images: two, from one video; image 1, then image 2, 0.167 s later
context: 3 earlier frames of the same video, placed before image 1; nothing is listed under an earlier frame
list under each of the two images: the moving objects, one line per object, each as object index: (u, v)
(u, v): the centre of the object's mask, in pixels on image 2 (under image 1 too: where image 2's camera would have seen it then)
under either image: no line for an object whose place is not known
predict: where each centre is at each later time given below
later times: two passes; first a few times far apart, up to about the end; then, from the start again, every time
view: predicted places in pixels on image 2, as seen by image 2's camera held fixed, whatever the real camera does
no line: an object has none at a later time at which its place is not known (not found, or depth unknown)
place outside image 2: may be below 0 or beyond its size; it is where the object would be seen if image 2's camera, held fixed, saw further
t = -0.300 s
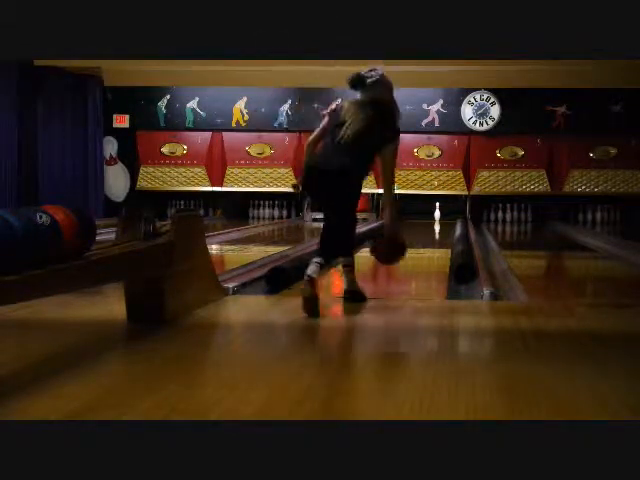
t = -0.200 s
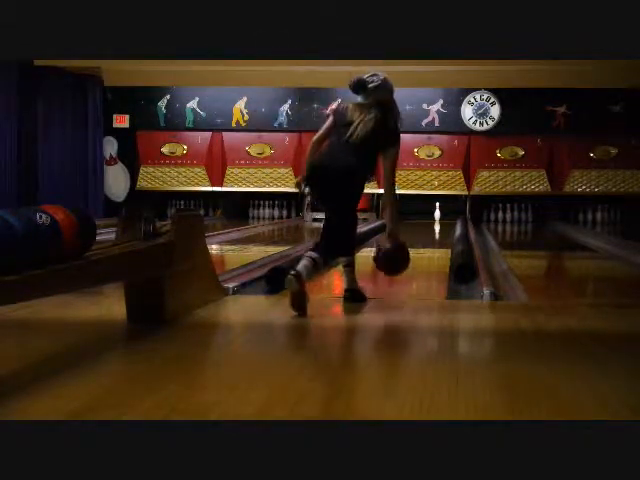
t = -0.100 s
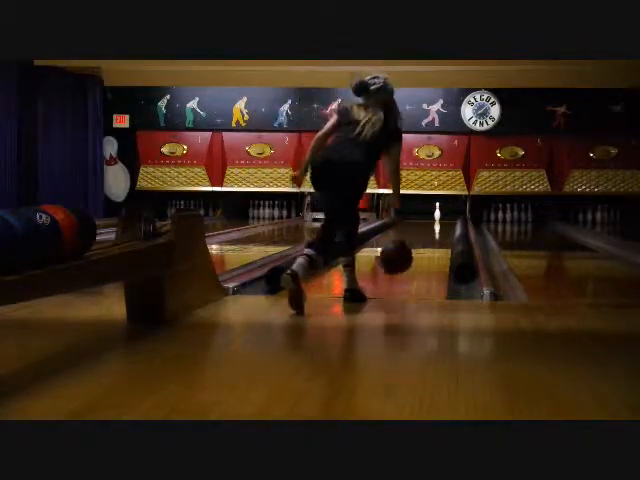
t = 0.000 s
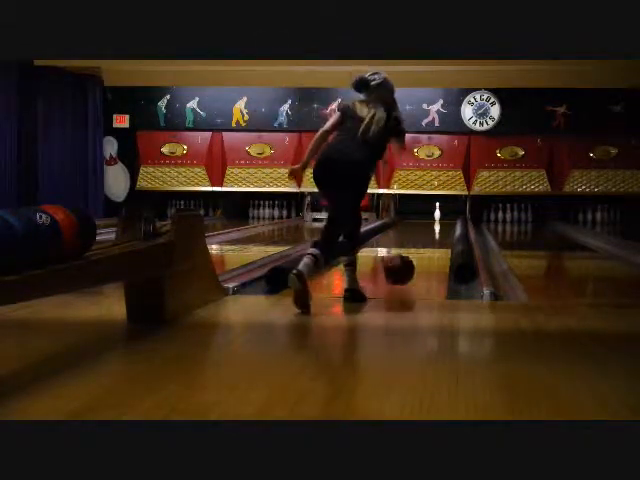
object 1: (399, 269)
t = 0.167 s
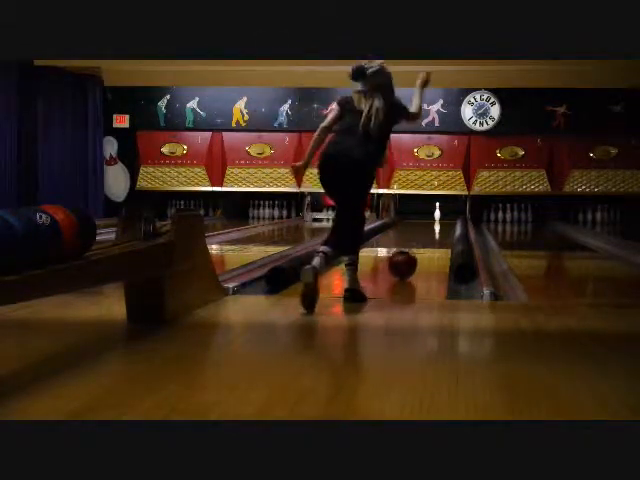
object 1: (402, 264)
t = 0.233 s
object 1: (404, 261)
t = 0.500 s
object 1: (407, 253)
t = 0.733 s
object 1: (409, 247)
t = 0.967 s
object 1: (420, 242)
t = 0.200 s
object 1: (403, 262)
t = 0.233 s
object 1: (404, 261)
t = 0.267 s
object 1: (404, 261)
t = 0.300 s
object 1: (405, 259)
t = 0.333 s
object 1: (405, 259)
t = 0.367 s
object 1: (406, 258)
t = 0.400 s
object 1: (407, 255)
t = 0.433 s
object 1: (406, 254)
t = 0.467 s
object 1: (407, 253)
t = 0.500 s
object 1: (407, 253)
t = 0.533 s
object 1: (408, 252)
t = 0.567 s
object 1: (408, 250)
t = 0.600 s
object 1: (409, 250)
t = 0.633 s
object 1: (409, 249)
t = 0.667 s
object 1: (409, 249)
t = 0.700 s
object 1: (409, 249)
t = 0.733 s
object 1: (409, 247)
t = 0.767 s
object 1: (410, 246)
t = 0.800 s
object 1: (409, 247)
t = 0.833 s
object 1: (410, 245)
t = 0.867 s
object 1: (410, 245)
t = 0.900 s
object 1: (410, 244)
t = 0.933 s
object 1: (413, 243)
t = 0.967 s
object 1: (420, 242)
